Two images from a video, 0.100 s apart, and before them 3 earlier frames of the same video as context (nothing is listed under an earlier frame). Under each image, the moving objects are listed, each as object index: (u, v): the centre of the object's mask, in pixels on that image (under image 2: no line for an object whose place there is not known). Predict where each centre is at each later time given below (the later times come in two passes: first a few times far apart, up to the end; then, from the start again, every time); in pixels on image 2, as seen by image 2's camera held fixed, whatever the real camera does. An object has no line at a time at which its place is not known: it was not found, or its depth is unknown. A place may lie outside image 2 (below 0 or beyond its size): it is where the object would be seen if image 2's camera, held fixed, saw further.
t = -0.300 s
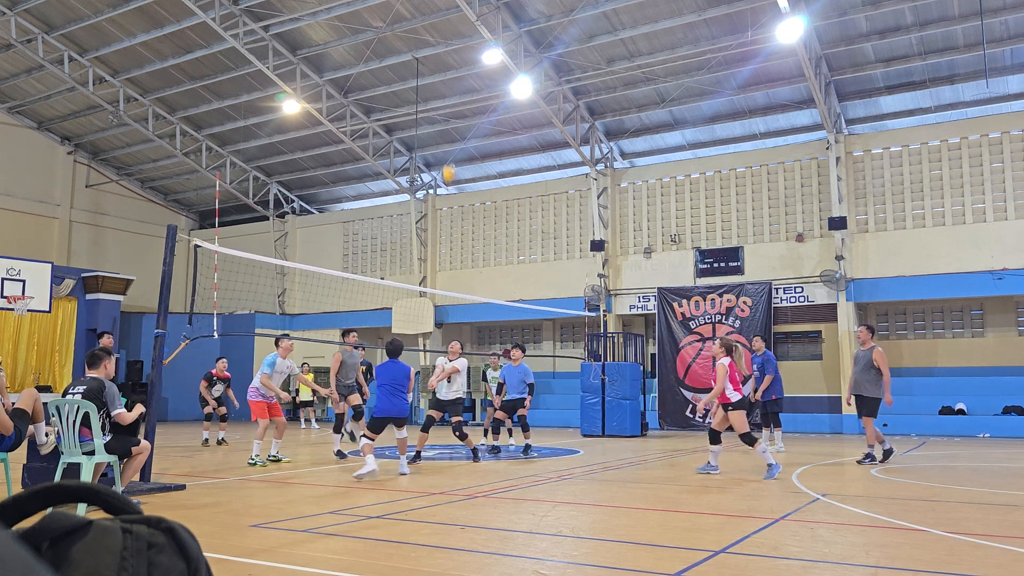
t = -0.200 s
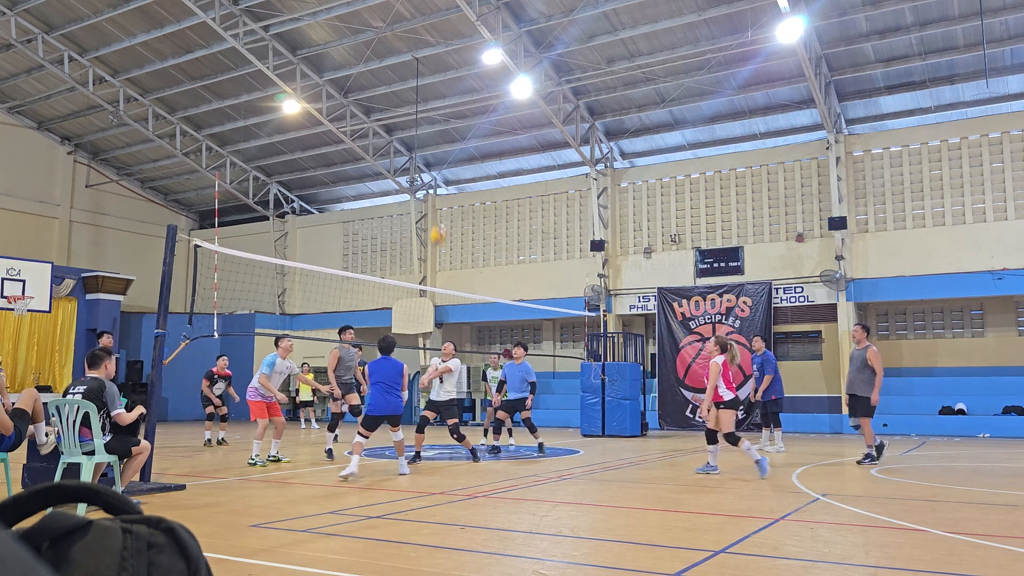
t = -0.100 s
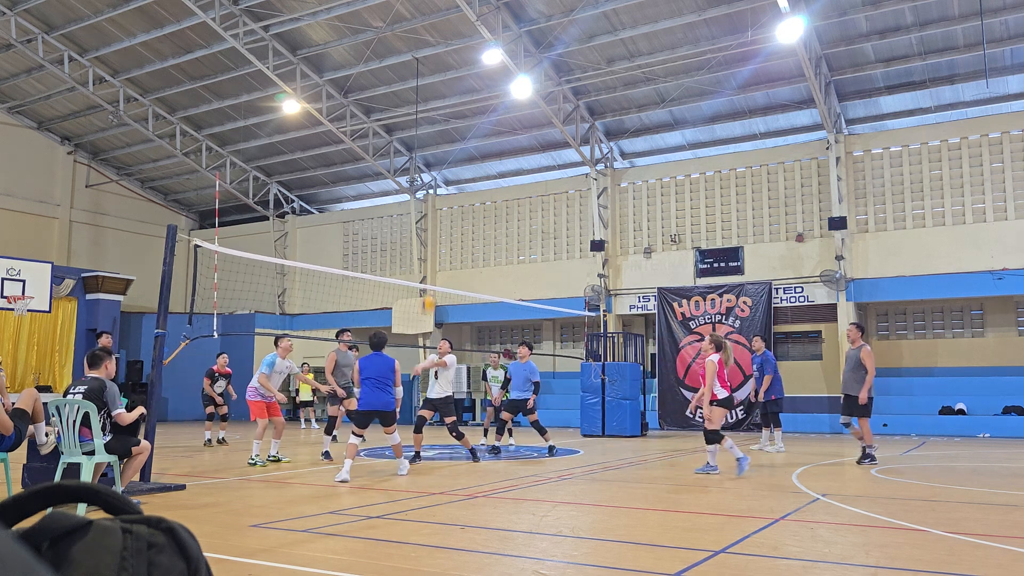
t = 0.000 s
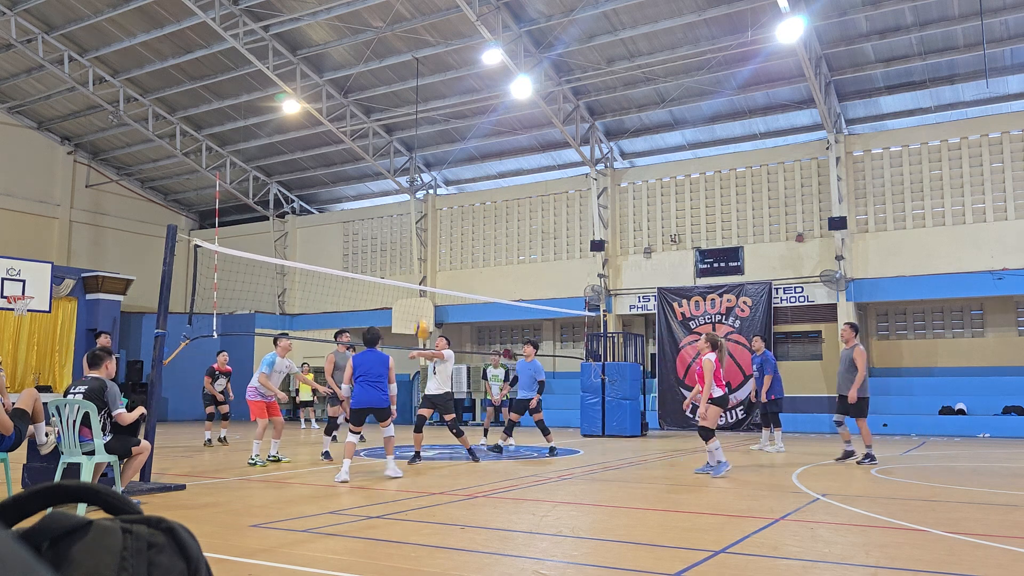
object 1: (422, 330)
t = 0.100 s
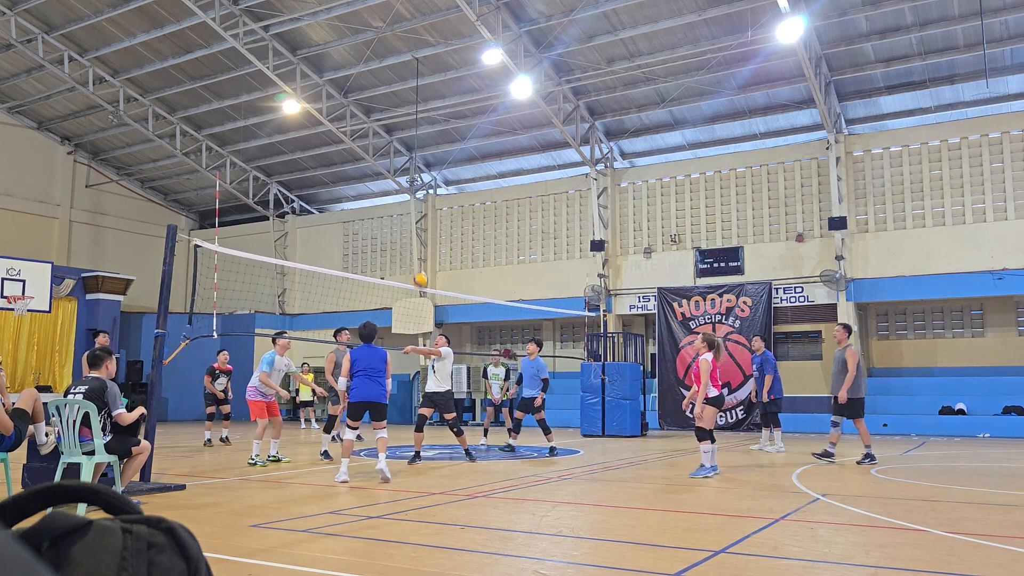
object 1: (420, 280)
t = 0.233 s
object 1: (417, 226)
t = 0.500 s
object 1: (411, 157)
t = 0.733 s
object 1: (404, 141)
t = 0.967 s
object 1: (396, 168)
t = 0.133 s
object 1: (420, 266)
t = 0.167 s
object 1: (419, 252)
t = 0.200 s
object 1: (418, 239)
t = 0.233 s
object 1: (417, 226)
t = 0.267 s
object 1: (417, 215)
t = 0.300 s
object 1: (417, 205)
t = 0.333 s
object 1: (415, 195)
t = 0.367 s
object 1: (414, 184)
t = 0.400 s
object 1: (413, 177)
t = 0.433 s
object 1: (413, 169)
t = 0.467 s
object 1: (412, 162)
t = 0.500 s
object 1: (411, 157)
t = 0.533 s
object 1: (410, 153)
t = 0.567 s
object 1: (409, 148)
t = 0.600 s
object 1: (408, 145)
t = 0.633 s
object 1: (407, 142)
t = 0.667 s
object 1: (406, 141)
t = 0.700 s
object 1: (405, 140)
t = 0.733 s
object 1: (404, 141)
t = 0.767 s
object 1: (403, 142)
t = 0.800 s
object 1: (402, 144)
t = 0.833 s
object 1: (401, 147)
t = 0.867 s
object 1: (400, 150)
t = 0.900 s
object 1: (399, 156)
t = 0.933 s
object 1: (397, 161)
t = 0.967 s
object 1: (396, 168)
